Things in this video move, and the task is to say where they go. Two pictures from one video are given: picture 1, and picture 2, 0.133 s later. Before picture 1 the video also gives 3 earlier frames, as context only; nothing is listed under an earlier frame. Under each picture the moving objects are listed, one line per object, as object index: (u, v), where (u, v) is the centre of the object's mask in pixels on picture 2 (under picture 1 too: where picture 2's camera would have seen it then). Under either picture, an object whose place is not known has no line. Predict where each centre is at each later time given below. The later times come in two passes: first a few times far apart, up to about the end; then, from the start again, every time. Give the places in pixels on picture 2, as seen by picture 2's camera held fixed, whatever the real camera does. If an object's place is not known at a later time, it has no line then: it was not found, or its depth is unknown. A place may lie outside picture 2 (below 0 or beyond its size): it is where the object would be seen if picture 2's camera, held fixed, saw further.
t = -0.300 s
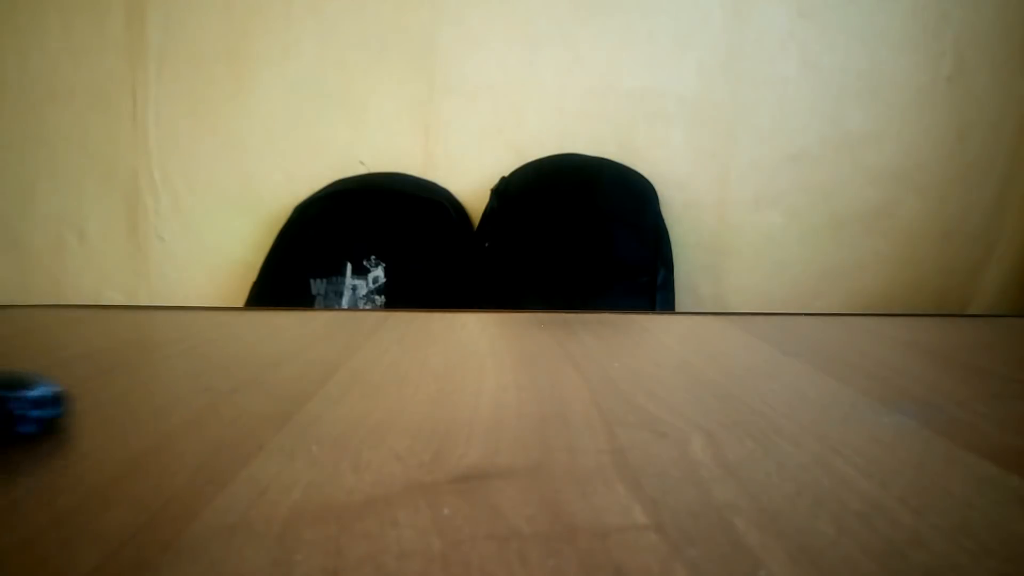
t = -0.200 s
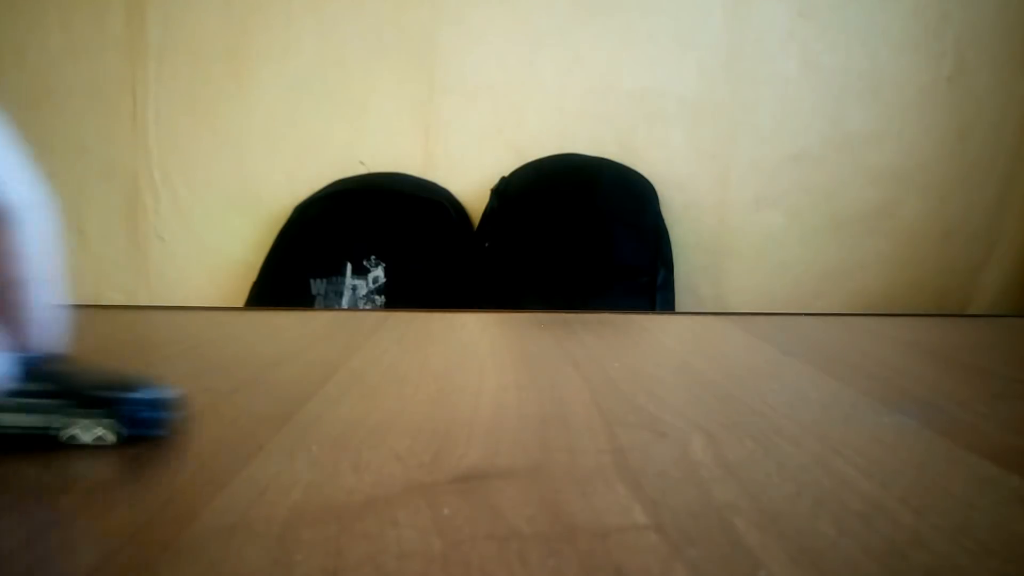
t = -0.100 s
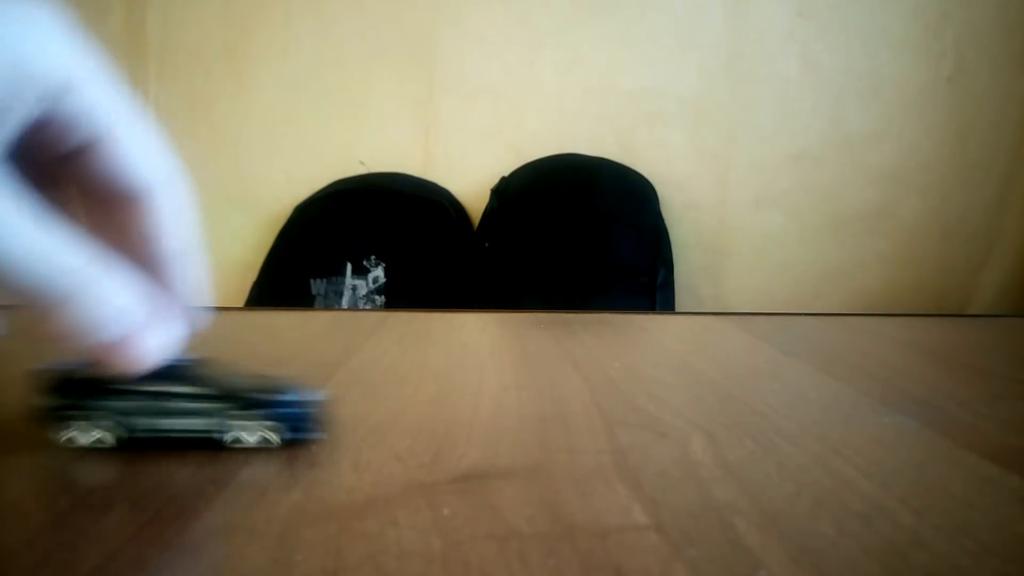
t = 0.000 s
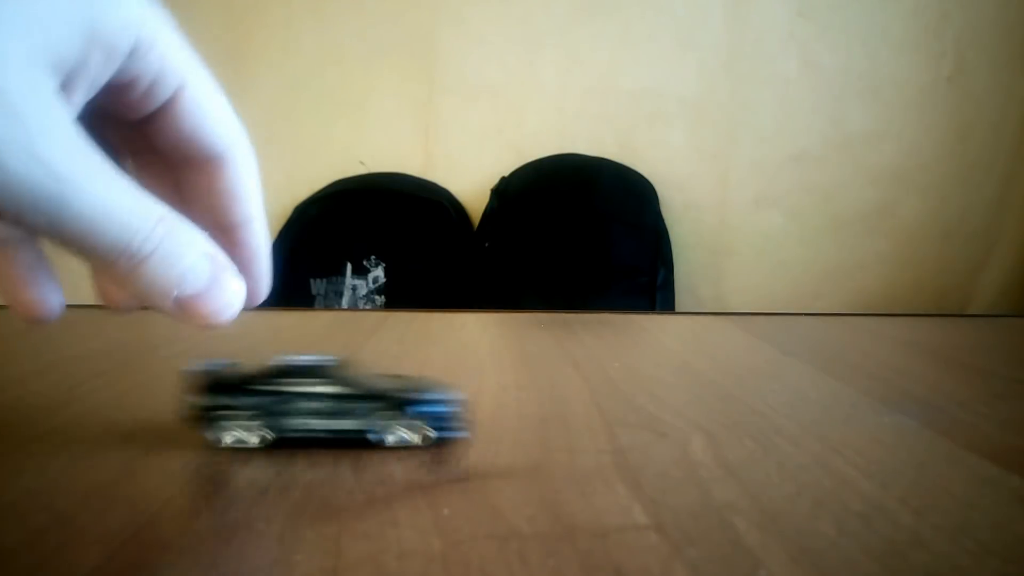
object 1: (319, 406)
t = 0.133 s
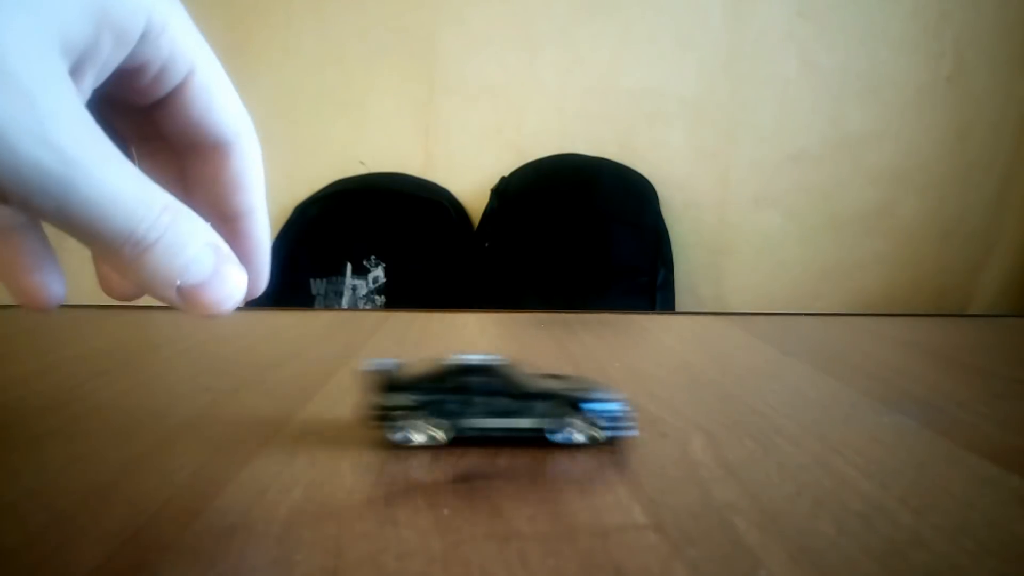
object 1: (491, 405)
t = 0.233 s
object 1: (603, 404)
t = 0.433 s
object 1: (778, 404)
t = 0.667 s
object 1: (903, 402)
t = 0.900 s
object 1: (938, 399)
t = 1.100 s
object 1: (939, 399)
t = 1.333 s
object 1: (932, 400)
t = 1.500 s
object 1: (932, 402)
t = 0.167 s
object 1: (529, 404)
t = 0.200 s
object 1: (566, 404)
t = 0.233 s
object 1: (603, 404)
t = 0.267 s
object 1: (634, 404)
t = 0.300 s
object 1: (666, 403)
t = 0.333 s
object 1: (697, 404)
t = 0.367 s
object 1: (725, 404)
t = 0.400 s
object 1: (751, 404)
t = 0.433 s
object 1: (778, 404)
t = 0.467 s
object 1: (802, 404)
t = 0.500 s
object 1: (824, 404)
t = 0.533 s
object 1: (845, 404)
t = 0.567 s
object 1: (864, 404)
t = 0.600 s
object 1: (881, 403)
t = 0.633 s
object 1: (893, 403)
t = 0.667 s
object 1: (903, 402)
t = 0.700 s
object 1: (910, 401)
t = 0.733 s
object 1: (917, 400)
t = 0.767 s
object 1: (922, 400)
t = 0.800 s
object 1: (927, 400)
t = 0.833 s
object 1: (932, 399)
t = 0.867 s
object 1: (935, 399)
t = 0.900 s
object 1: (938, 399)
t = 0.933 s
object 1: (940, 399)
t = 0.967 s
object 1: (941, 399)
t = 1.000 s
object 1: (941, 399)
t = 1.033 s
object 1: (941, 399)
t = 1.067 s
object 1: (940, 399)
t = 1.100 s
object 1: (939, 399)
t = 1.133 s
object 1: (938, 399)
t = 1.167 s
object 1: (936, 399)
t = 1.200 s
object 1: (935, 399)
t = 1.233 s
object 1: (934, 400)
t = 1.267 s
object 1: (933, 400)
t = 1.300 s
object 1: (932, 400)
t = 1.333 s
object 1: (932, 400)
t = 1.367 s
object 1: (932, 400)
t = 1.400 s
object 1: (932, 400)
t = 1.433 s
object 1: (932, 401)
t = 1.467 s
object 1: (932, 401)
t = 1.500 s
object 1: (932, 402)
